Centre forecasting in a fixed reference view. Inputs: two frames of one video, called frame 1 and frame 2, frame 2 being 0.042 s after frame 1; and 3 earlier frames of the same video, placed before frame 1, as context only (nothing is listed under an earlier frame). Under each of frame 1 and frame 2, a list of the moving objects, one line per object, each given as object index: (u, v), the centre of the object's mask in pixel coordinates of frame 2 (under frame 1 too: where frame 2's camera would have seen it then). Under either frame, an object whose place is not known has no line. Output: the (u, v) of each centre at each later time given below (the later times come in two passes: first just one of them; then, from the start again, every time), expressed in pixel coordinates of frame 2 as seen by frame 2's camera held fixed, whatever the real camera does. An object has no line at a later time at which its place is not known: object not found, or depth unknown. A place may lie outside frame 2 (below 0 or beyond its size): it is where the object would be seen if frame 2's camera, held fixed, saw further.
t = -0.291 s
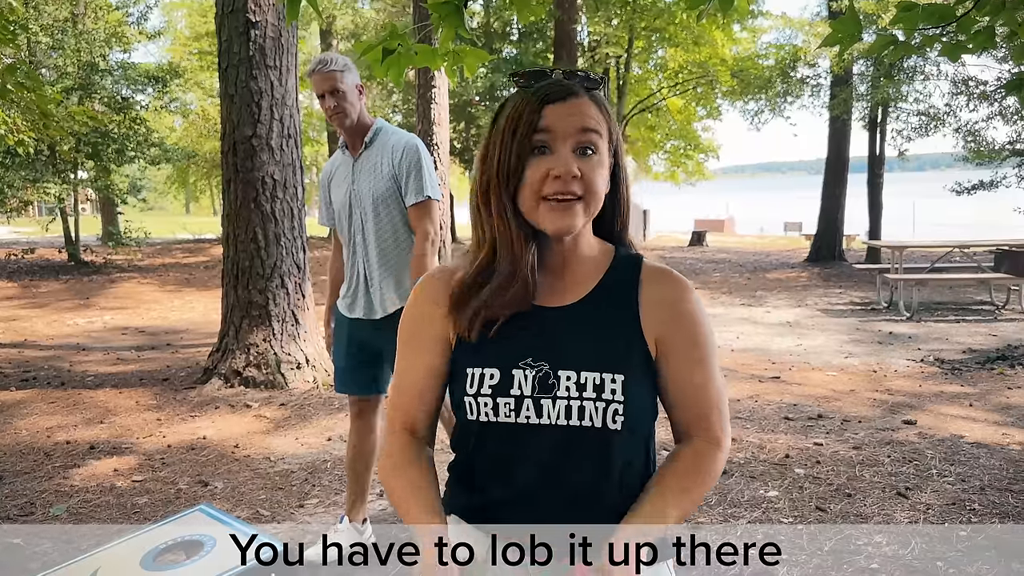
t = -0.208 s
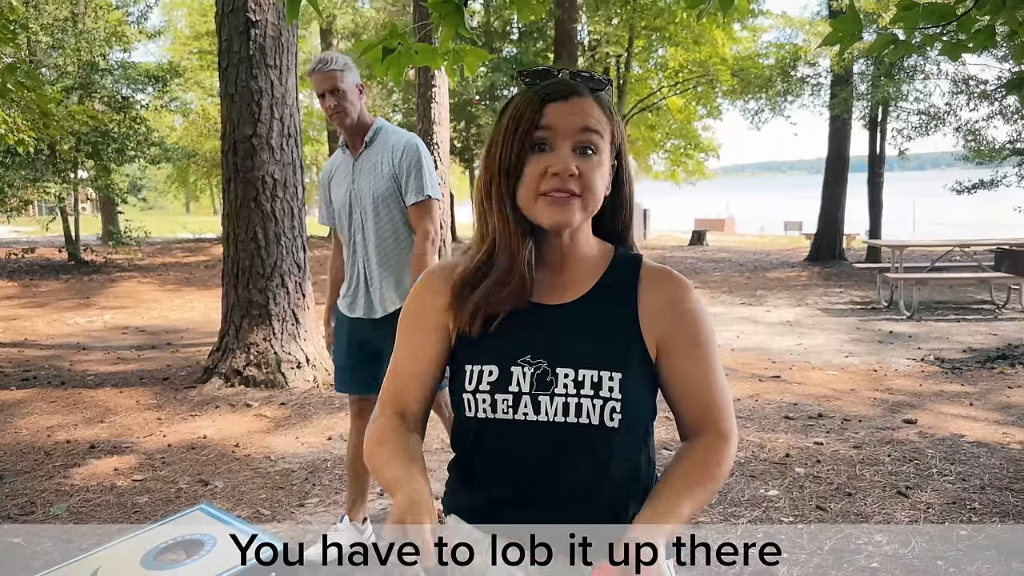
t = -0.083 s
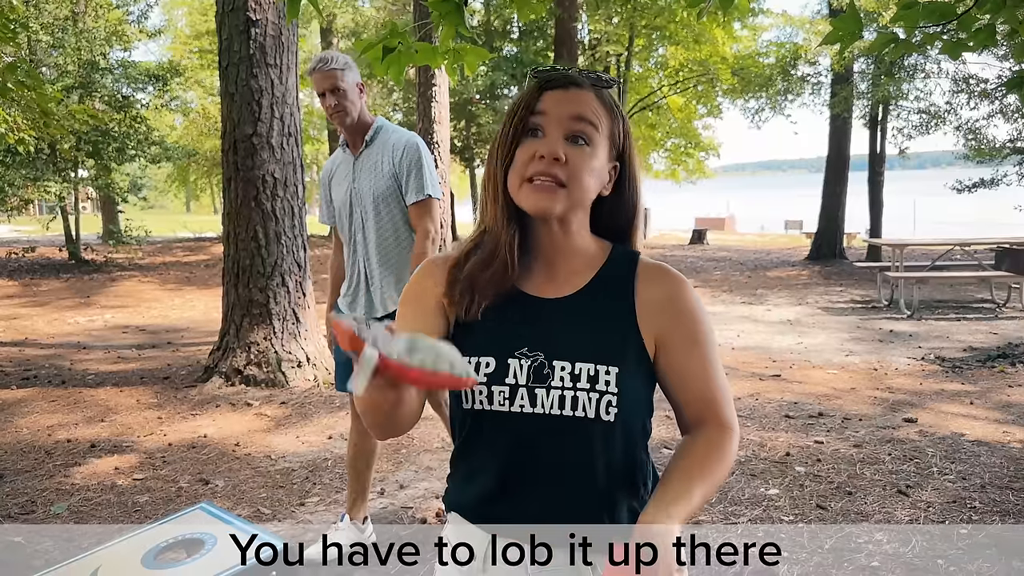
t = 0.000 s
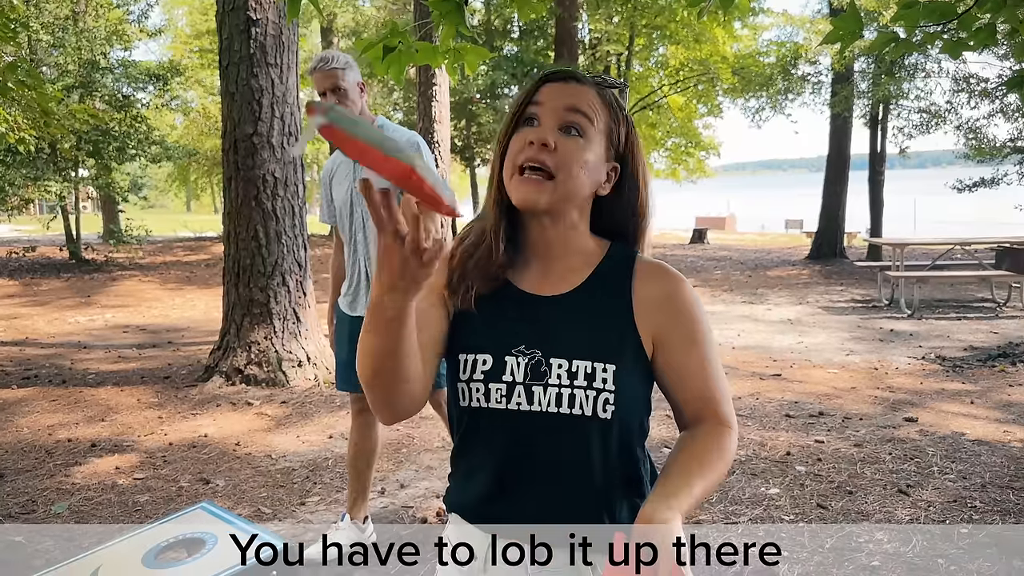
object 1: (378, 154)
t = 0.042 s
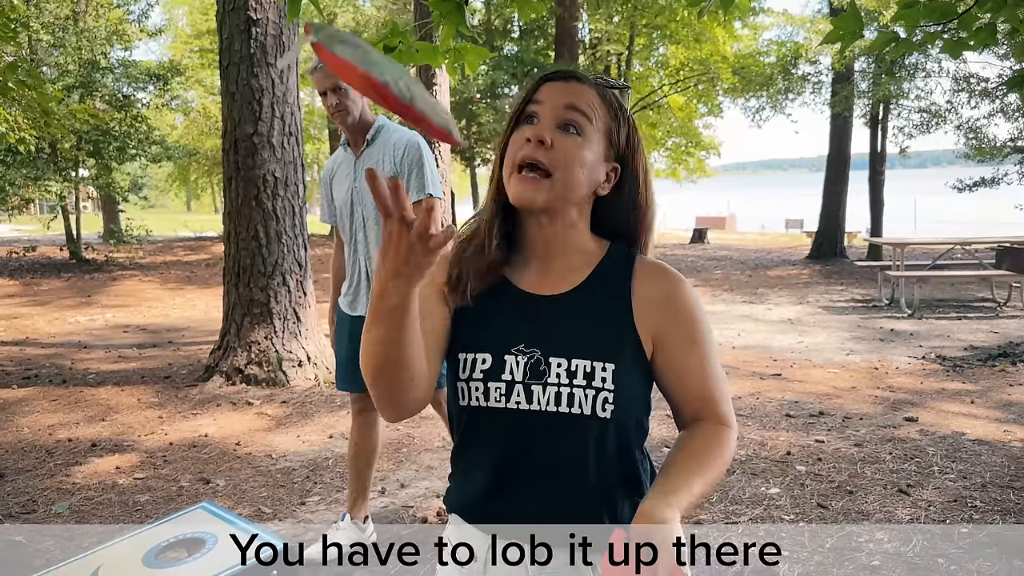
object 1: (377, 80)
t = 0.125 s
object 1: (419, 9)
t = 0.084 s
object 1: (394, 32)
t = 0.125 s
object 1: (419, 9)
